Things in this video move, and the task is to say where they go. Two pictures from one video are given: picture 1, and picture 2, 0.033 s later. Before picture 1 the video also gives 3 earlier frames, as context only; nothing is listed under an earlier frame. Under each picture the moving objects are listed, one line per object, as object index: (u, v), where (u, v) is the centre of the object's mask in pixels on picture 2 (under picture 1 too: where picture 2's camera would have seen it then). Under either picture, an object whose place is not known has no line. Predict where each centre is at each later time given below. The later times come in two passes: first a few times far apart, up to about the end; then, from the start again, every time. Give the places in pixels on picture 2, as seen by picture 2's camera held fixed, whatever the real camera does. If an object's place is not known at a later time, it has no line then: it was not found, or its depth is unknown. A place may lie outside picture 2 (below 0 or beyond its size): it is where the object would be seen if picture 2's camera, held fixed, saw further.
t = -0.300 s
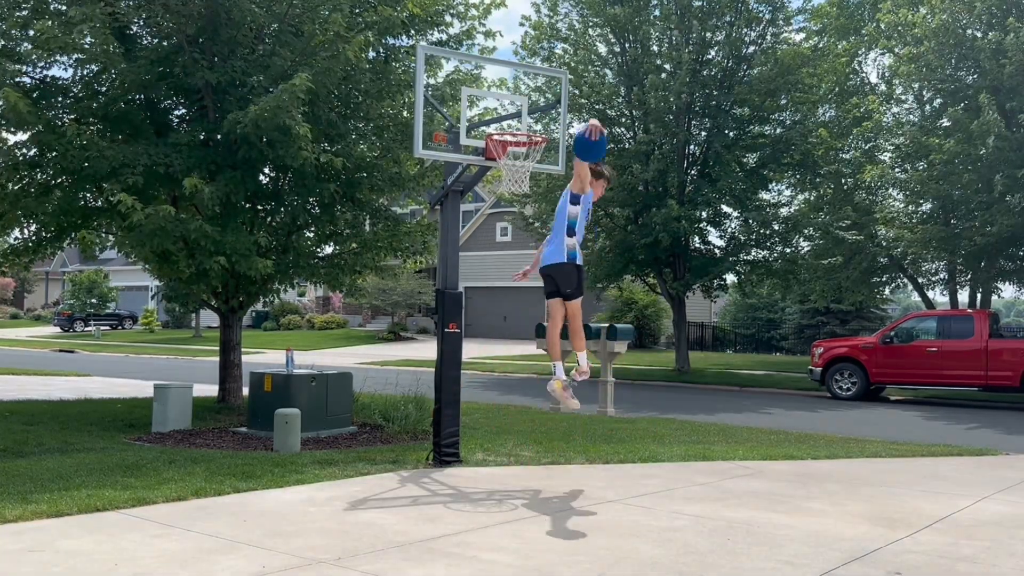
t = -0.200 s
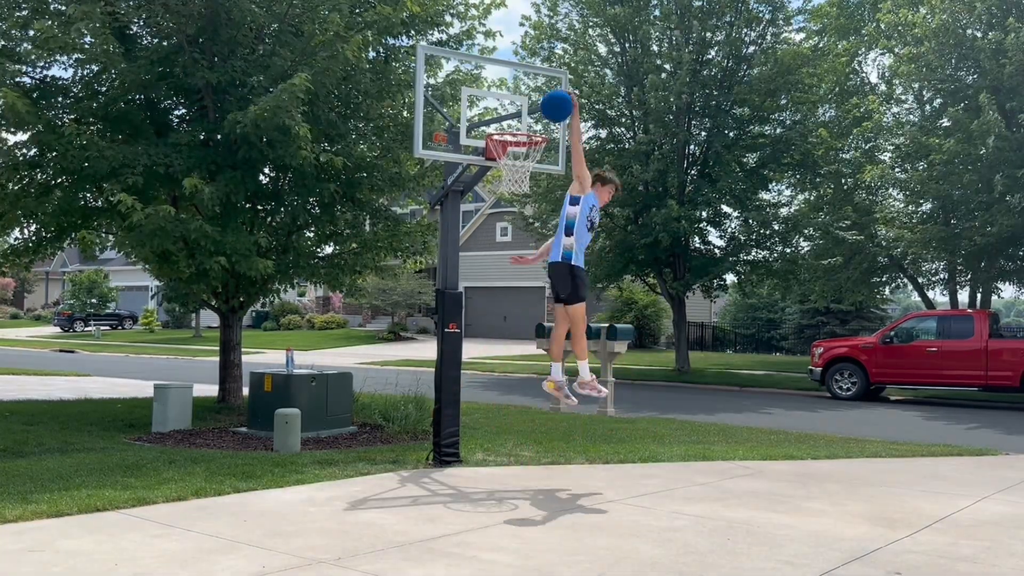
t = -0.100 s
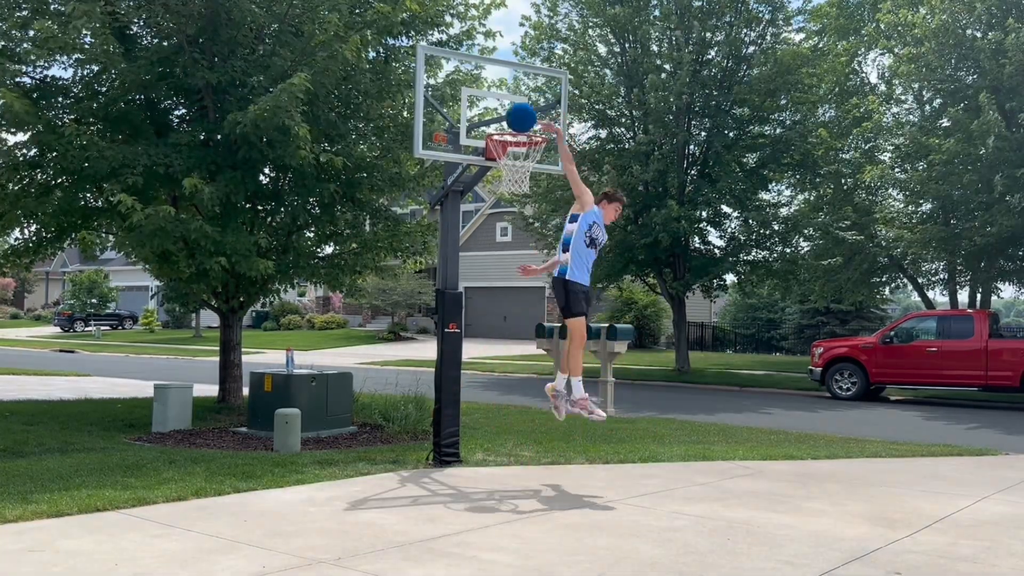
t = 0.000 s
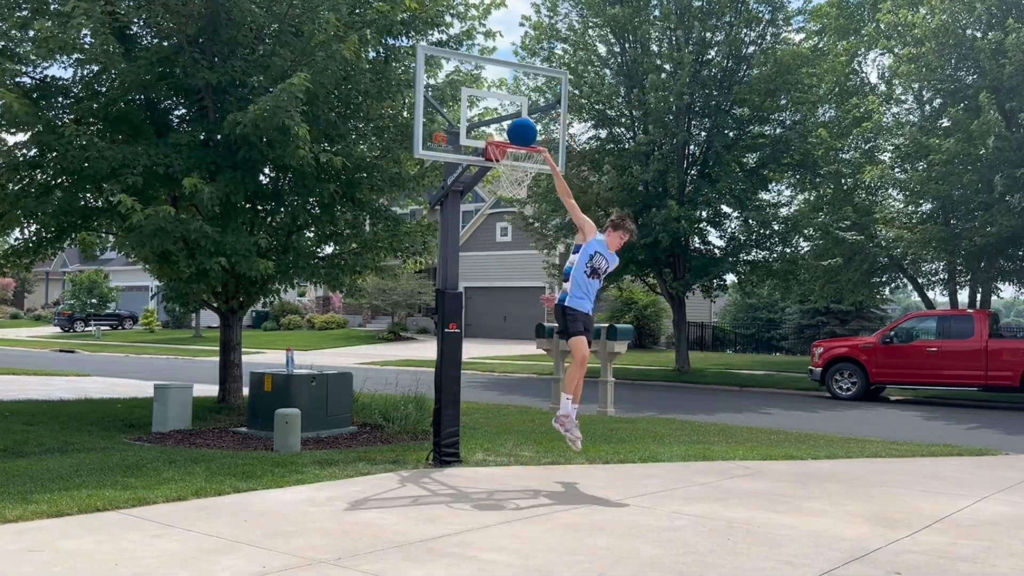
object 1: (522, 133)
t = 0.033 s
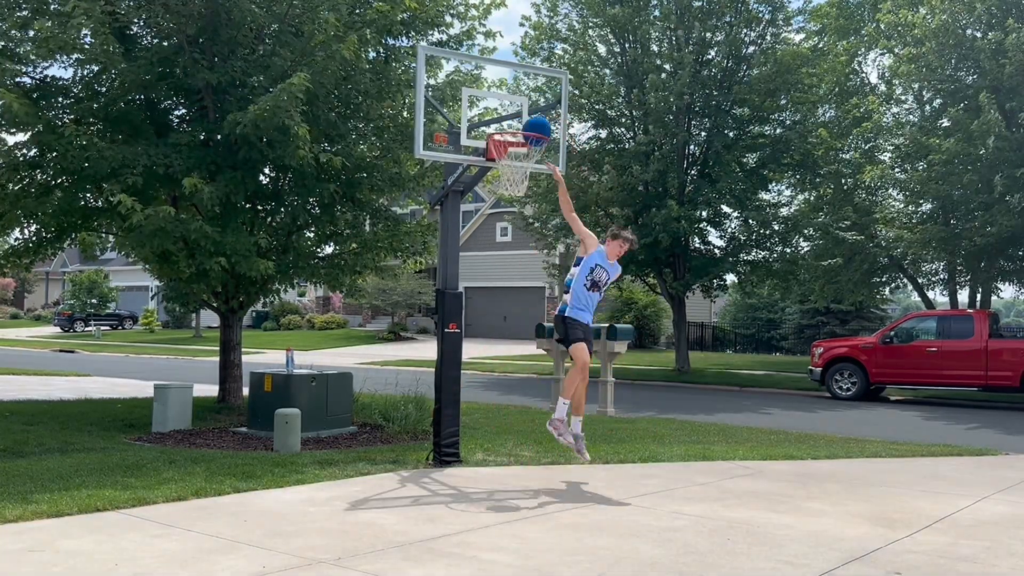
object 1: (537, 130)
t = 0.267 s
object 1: (465, 33)
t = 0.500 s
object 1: (456, 11)
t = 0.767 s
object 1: (443, 71)
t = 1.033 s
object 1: (425, 248)
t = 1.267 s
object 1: (405, 496)
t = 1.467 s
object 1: (395, 332)
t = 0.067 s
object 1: (524, 113)
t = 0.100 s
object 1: (510, 95)
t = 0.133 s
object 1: (497, 79)
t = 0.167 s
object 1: (483, 64)
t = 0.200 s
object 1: (470, 50)
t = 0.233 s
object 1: (467, 41)
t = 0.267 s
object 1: (465, 33)
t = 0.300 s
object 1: (464, 25)
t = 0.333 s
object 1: (463, 19)
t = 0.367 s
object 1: (462, 14)
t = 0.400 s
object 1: (461, 12)
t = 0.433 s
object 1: (459, 11)
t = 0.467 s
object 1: (458, 11)
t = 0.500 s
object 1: (456, 11)
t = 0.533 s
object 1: (455, 12)
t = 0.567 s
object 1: (453, 14)
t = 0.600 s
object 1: (451, 20)
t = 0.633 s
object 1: (450, 26)
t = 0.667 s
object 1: (448, 35)
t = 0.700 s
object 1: (446, 45)
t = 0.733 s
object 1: (444, 58)
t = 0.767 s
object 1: (443, 71)
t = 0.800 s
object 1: (440, 87)
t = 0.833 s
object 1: (438, 104)
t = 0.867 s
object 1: (436, 123)
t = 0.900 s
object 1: (434, 144)
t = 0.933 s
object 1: (432, 168)
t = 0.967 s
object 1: (429, 192)
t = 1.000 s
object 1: (427, 219)
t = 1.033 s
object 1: (425, 248)
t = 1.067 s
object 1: (422, 280)
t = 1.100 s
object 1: (419, 313)
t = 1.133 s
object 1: (416, 349)
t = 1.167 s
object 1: (414, 387)
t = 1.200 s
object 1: (411, 429)
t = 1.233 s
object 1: (408, 472)
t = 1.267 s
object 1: (405, 496)
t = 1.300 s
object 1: (404, 463)
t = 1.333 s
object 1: (402, 433)
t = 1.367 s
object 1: (401, 406)
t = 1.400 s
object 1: (399, 379)
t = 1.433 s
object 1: (397, 355)
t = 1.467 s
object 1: (395, 332)
